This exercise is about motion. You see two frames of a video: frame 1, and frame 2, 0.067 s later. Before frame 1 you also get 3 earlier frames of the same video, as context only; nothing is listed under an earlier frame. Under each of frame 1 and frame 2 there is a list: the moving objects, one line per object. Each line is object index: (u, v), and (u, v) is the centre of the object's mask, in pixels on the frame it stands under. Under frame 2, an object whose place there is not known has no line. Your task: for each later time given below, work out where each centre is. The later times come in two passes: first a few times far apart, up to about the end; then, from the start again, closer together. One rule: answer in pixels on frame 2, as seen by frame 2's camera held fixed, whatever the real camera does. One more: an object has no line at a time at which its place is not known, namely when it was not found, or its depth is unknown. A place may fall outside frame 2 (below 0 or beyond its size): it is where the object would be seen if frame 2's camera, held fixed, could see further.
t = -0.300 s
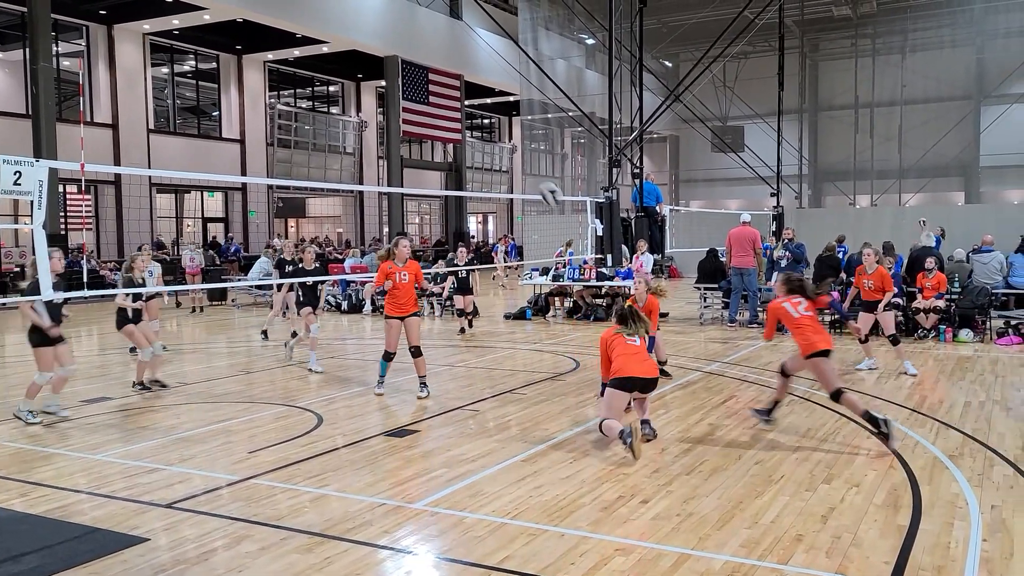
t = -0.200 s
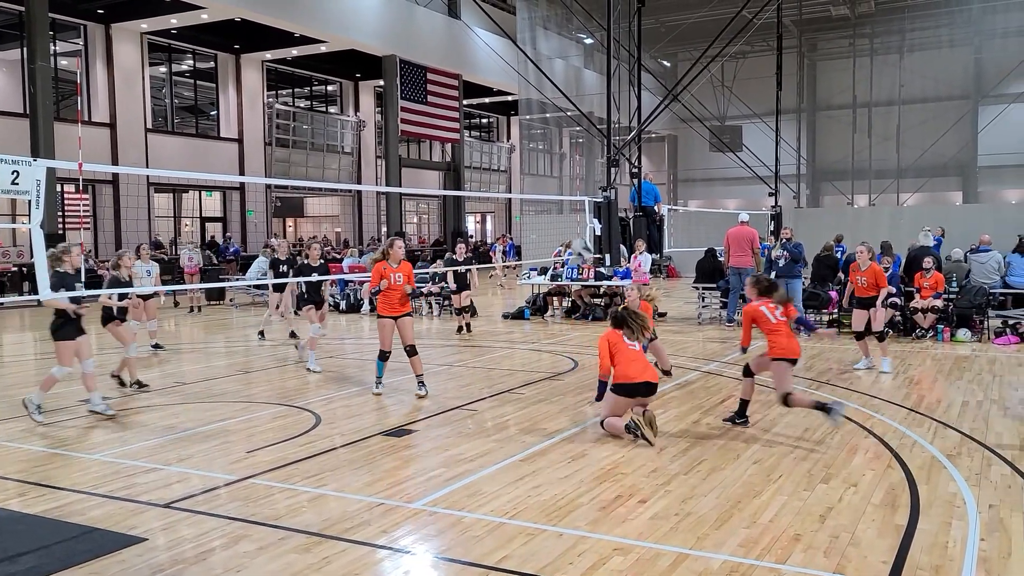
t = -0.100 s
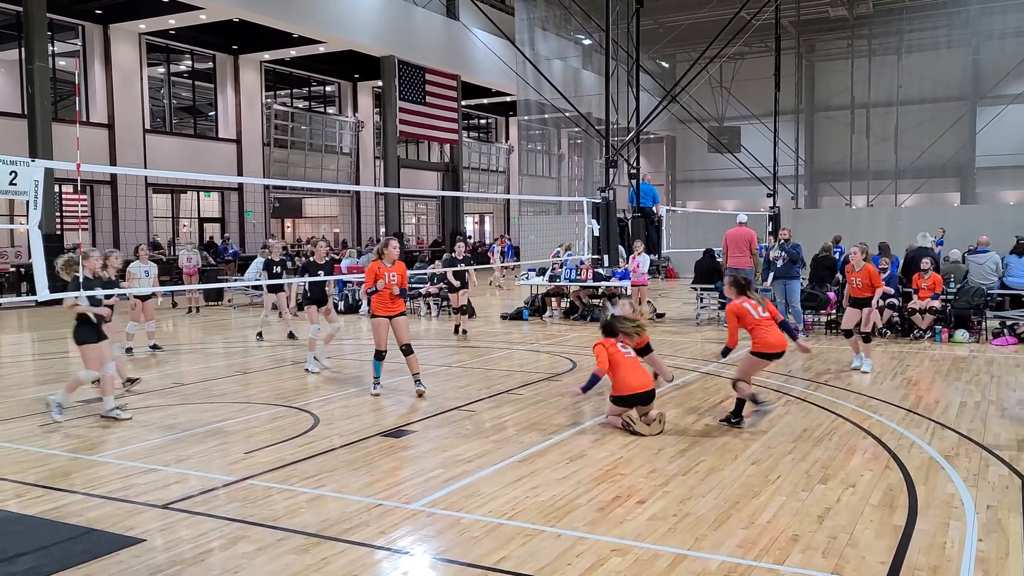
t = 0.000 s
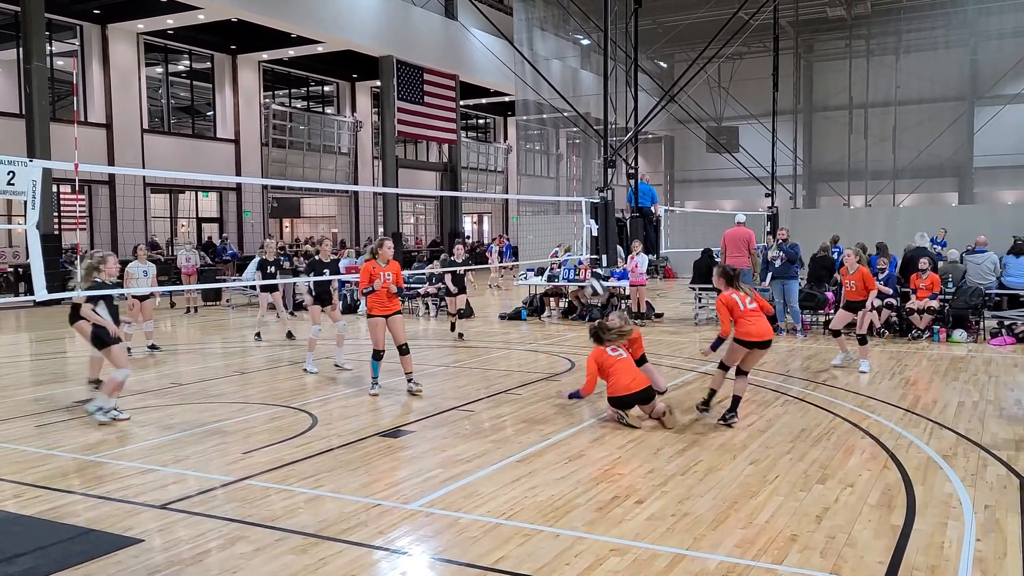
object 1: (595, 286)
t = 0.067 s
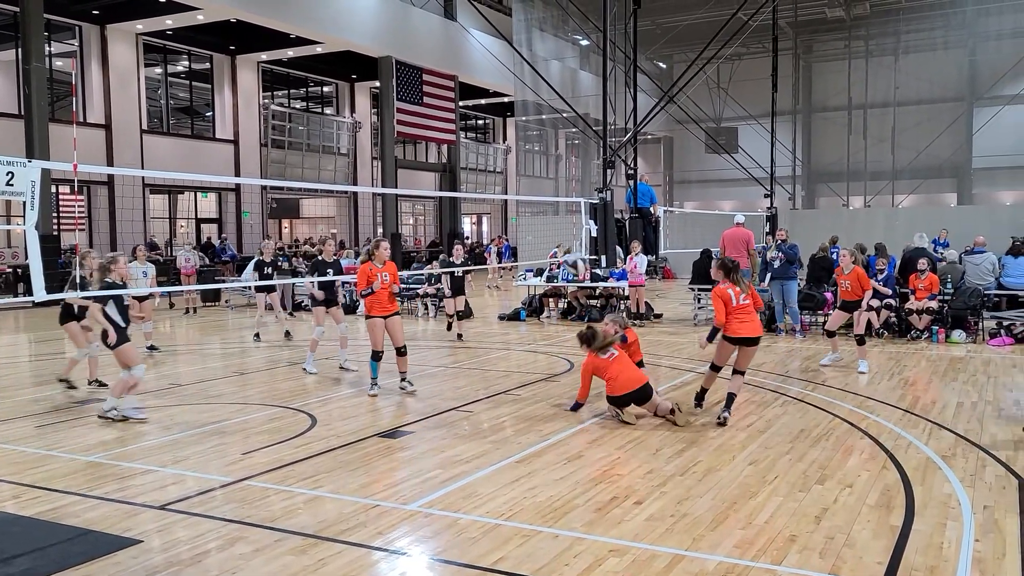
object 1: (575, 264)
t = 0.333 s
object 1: (494, 199)
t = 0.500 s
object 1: (434, 196)
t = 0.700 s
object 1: (348, 251)
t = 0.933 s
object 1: (227, 414)
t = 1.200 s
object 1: (86, 457)
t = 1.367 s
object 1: (18, 391)
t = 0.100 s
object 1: (566, 254)
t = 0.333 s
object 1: (494, 199)
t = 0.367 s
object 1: (482, 195)
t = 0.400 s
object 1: (470, 193)
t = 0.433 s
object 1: (458, 193)
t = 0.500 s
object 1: (434, 196)
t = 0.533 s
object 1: (420, 200)
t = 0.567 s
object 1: (406, 207)
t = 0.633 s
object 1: (381, 222)
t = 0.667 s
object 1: (364, 236)
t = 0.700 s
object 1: (348, 251)
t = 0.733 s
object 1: (333, 265)
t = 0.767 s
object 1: (317, 284)
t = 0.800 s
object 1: (300, 304)
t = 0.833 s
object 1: (283, 328)
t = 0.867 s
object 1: (265, 353)
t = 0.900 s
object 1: (246, 383)
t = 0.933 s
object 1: (227, 414)
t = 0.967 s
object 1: (209, 451)
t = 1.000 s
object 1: (186, 491)
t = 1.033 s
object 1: (166, 533)
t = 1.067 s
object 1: (147, 539)
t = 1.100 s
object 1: (134, 516)
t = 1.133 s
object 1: (118, 494)
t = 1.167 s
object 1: (104, 475)
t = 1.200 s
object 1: (86, 457)
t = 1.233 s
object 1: (70, 441)
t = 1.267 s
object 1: (53, 425)
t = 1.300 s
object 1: (35, 415)
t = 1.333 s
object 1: (26, 403)
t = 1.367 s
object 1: (18, 391)
